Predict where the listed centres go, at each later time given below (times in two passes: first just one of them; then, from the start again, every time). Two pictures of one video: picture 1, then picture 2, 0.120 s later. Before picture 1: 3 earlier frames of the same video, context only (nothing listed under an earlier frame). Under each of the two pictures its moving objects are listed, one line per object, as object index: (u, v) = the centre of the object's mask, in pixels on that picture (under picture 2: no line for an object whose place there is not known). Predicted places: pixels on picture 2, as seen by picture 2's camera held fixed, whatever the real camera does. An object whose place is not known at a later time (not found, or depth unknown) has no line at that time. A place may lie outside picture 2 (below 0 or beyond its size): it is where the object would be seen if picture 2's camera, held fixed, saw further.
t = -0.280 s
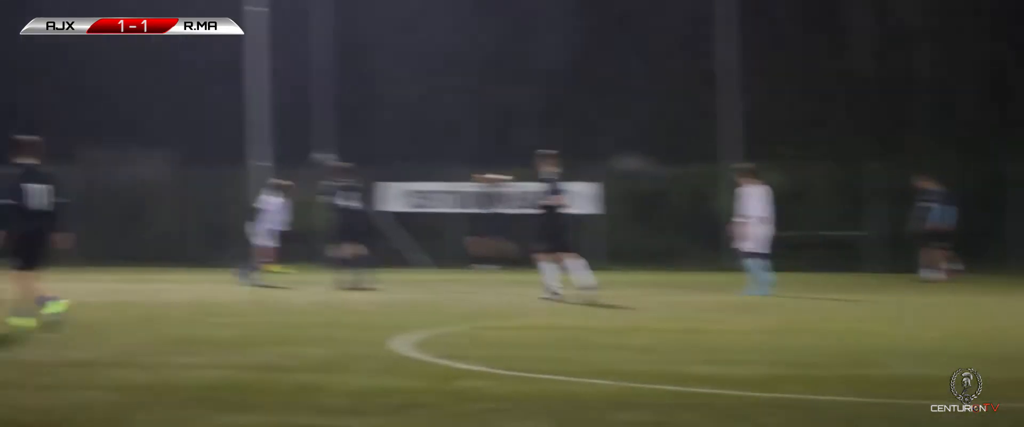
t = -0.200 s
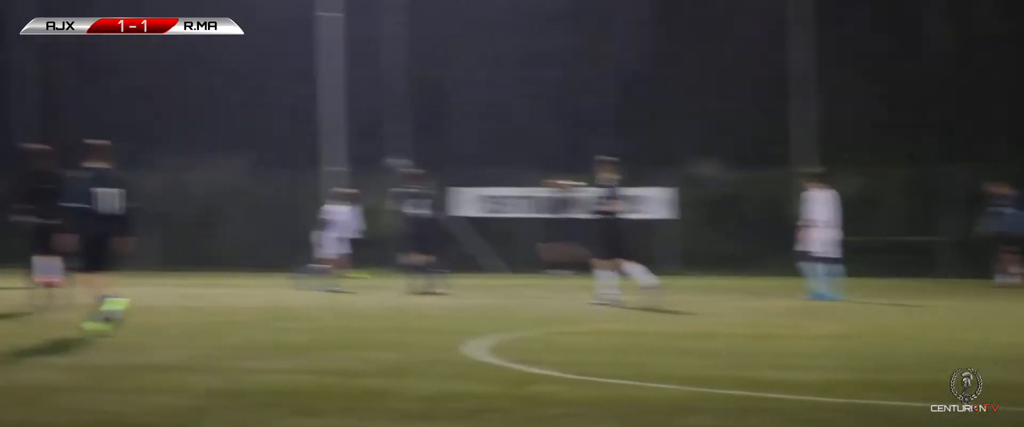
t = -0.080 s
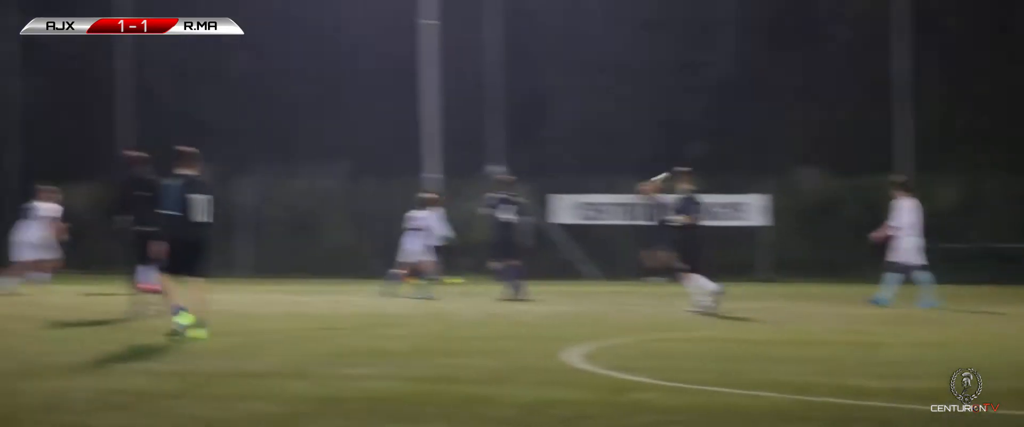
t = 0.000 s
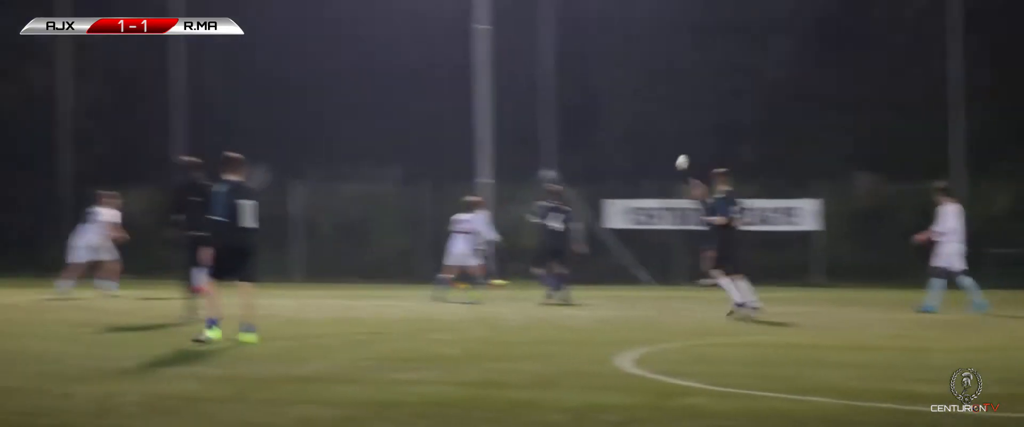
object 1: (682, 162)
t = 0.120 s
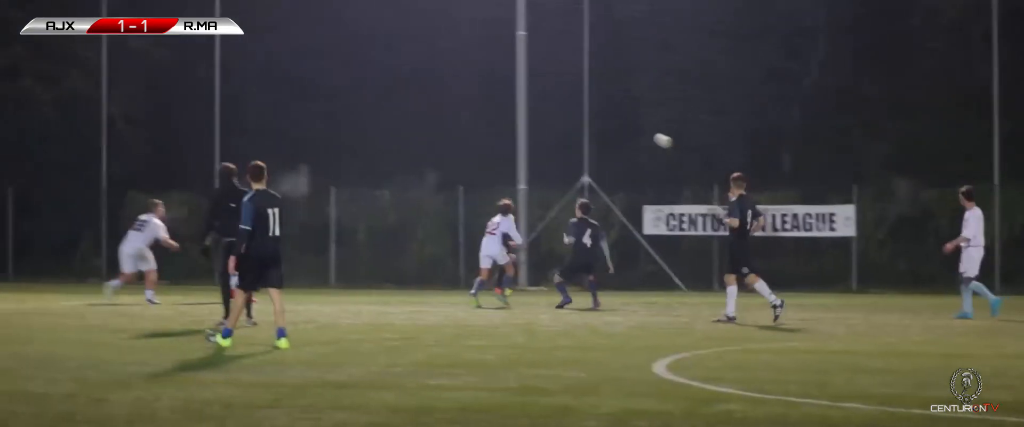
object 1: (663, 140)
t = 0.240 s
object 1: (608, 121)
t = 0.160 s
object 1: (646, 133)
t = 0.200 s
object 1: (627, 126)
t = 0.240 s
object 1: (608, 121)
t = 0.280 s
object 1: (589, 116)
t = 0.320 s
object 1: (573, 113)
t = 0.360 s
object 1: (556, 110)
